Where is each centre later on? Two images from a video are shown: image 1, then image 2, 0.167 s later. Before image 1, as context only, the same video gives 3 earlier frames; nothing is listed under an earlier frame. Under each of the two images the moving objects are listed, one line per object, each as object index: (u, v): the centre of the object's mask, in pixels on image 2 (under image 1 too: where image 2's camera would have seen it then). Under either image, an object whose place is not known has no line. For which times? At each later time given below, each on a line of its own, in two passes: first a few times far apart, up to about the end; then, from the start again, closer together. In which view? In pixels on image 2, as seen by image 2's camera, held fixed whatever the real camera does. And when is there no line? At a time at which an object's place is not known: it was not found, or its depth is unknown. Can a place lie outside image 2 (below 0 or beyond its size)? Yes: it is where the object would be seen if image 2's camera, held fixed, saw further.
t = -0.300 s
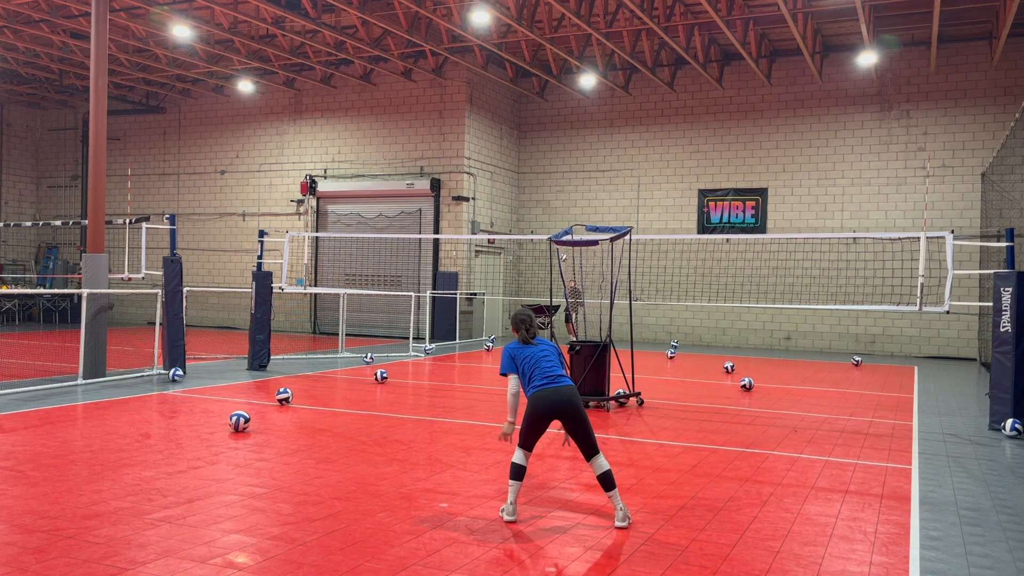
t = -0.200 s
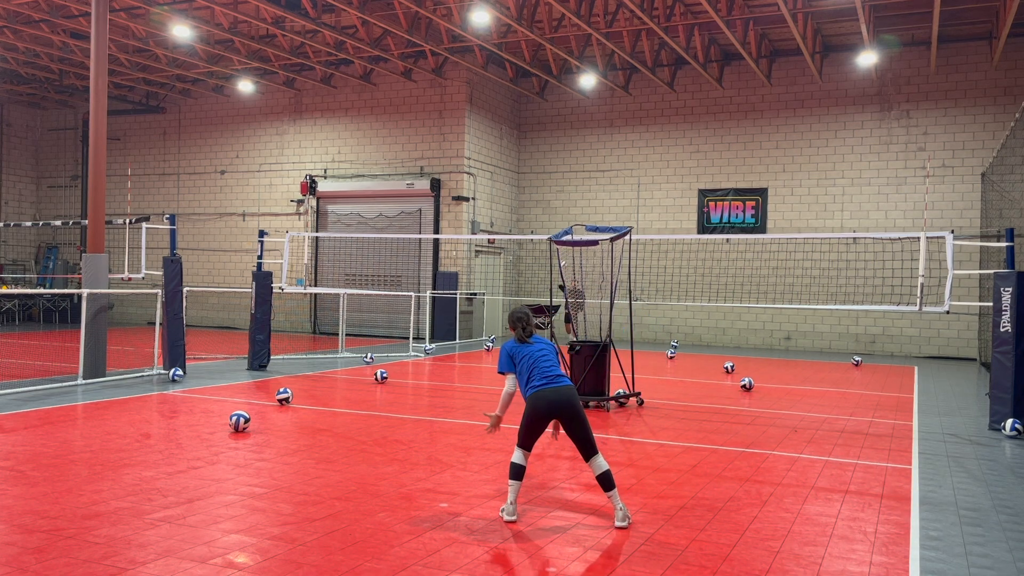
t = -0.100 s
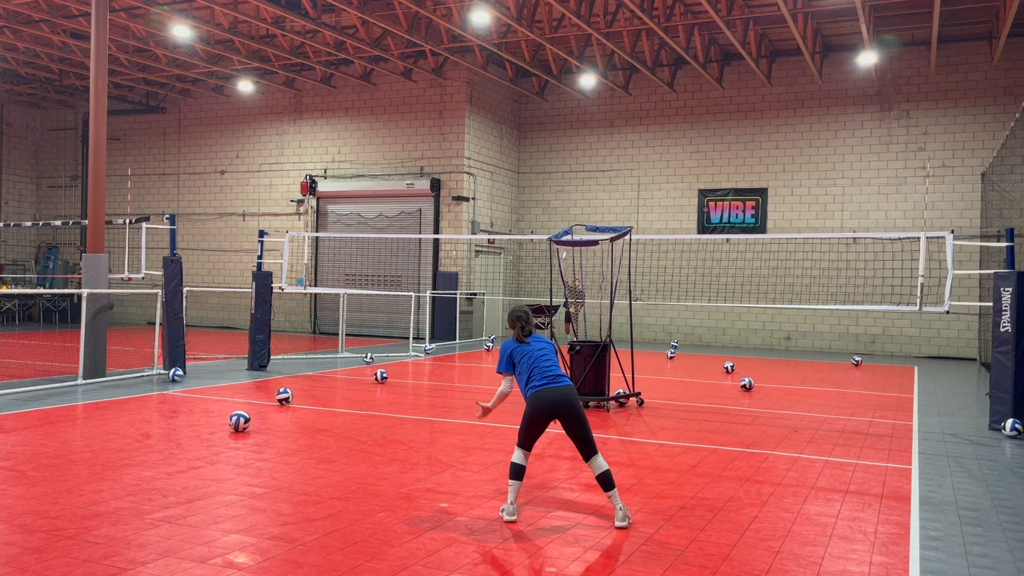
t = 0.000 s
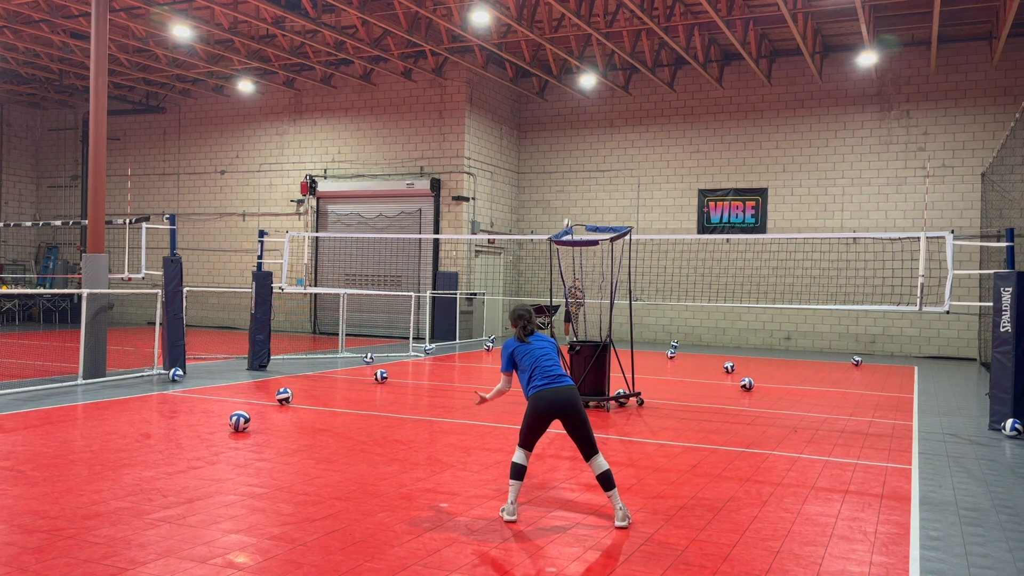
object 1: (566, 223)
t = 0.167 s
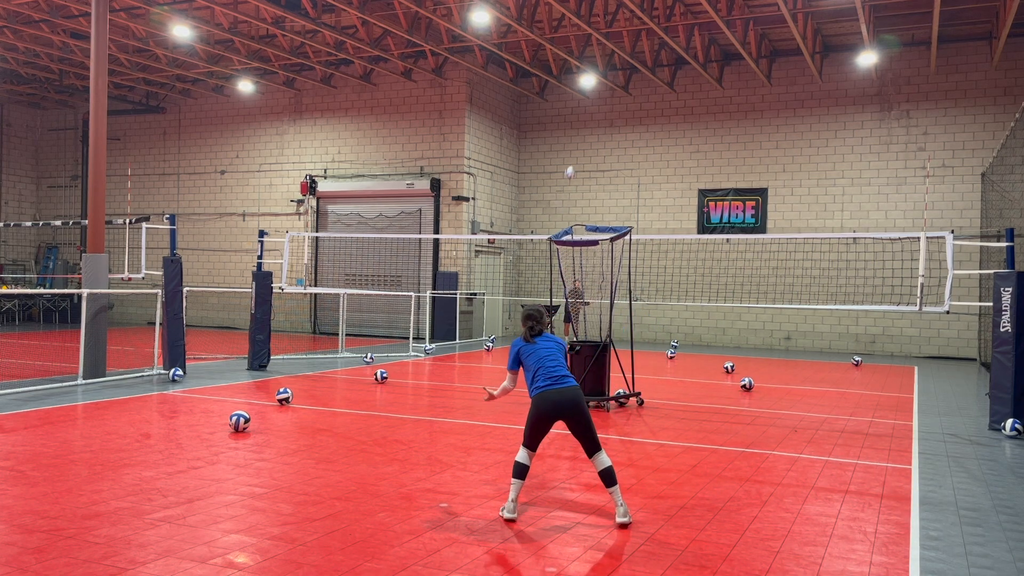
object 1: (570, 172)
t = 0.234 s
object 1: (570, 152)
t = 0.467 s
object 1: (572, 89)
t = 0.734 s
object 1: (571, 33)
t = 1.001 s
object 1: (574, 13)
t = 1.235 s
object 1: (574, 64)
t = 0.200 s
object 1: (570, 162)
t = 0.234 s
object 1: (570, 152)
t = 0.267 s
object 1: (570, 142)
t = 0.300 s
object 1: (570, 133)
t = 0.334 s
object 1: (570, 124)
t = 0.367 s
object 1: (571, 115)
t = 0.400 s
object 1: (571, 106)
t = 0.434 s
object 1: (571, 98)
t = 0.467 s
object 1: (572, 89)
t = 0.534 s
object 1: (572, 72)
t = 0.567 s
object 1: (572, 65)
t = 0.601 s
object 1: (571, 57)
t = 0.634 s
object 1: (571, 50)
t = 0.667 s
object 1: (571, 44)
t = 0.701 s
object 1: (571, 38)
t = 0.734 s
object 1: (571, 33)
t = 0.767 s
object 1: (571, 27)
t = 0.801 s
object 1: (572, 23)
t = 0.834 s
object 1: (572, 19)
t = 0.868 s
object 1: (572, 16)
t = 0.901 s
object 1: (572, 13)
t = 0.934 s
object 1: (573, 12)
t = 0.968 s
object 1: (573, 12)
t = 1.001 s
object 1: (574, 13)
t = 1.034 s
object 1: (574, 15)
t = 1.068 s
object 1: (575, 19)
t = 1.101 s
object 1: (575, 25)
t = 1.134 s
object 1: (575, 32)
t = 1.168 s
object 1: (575, 41)
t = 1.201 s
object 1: (575, 51)
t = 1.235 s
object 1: (574, 64)
